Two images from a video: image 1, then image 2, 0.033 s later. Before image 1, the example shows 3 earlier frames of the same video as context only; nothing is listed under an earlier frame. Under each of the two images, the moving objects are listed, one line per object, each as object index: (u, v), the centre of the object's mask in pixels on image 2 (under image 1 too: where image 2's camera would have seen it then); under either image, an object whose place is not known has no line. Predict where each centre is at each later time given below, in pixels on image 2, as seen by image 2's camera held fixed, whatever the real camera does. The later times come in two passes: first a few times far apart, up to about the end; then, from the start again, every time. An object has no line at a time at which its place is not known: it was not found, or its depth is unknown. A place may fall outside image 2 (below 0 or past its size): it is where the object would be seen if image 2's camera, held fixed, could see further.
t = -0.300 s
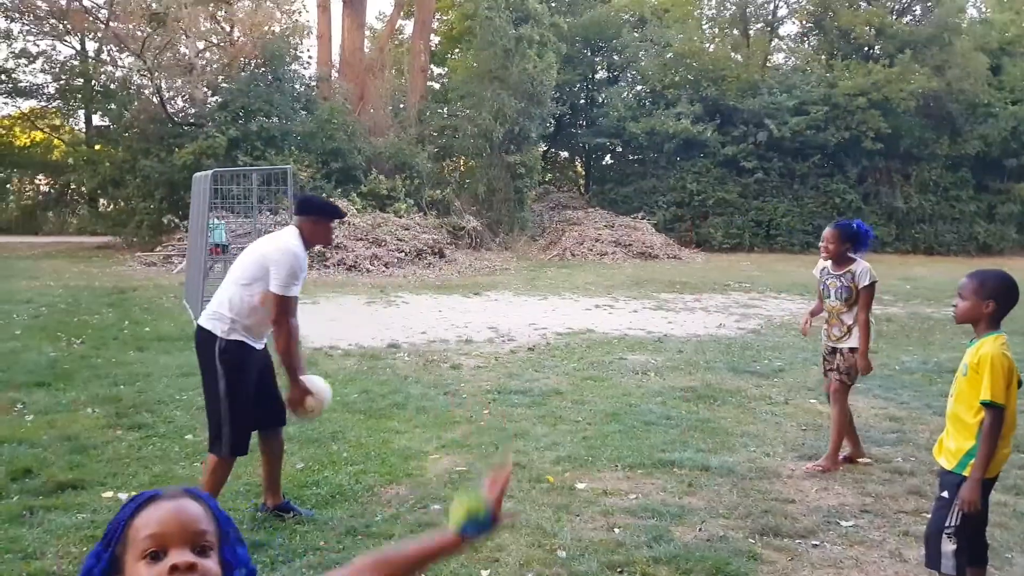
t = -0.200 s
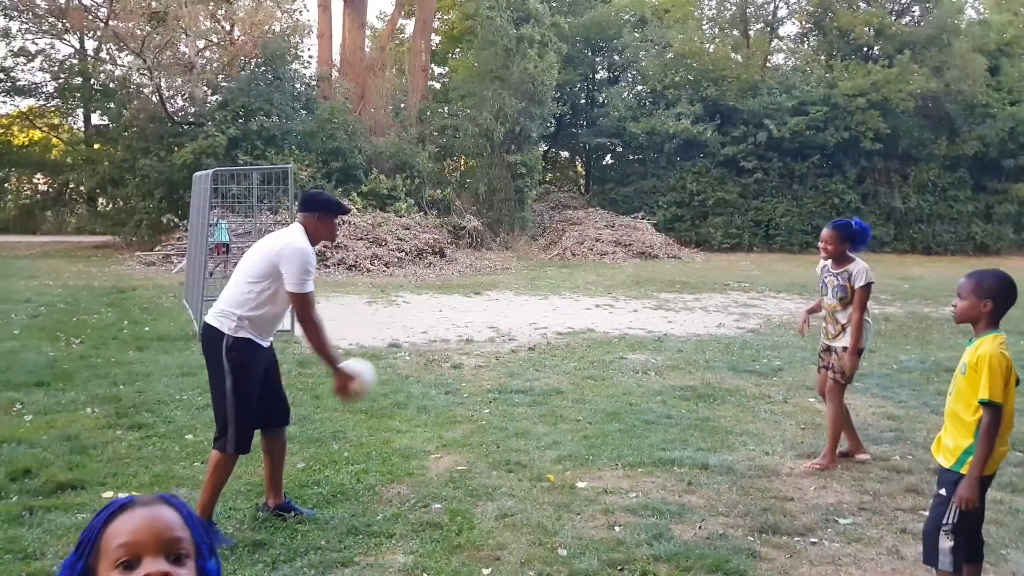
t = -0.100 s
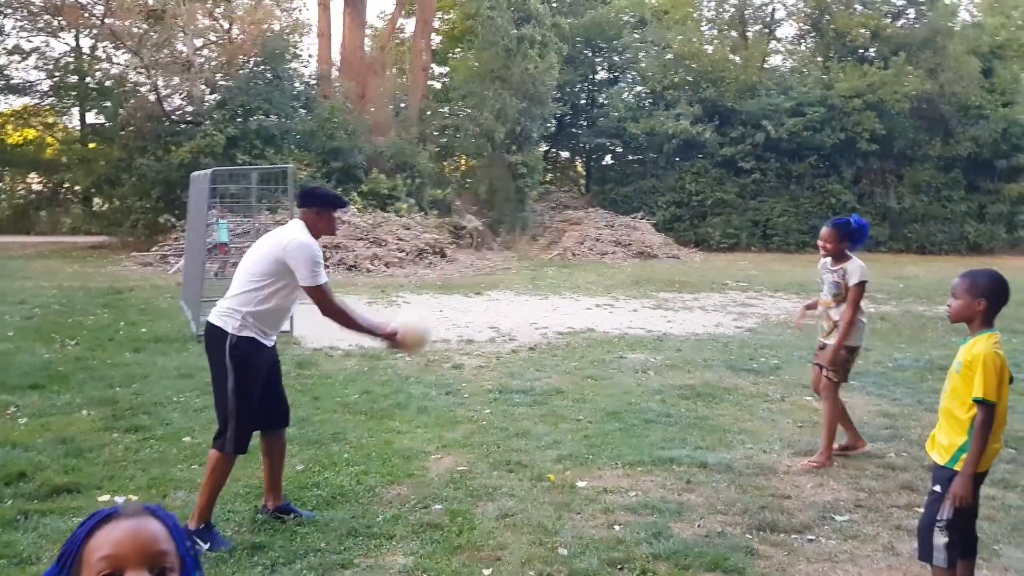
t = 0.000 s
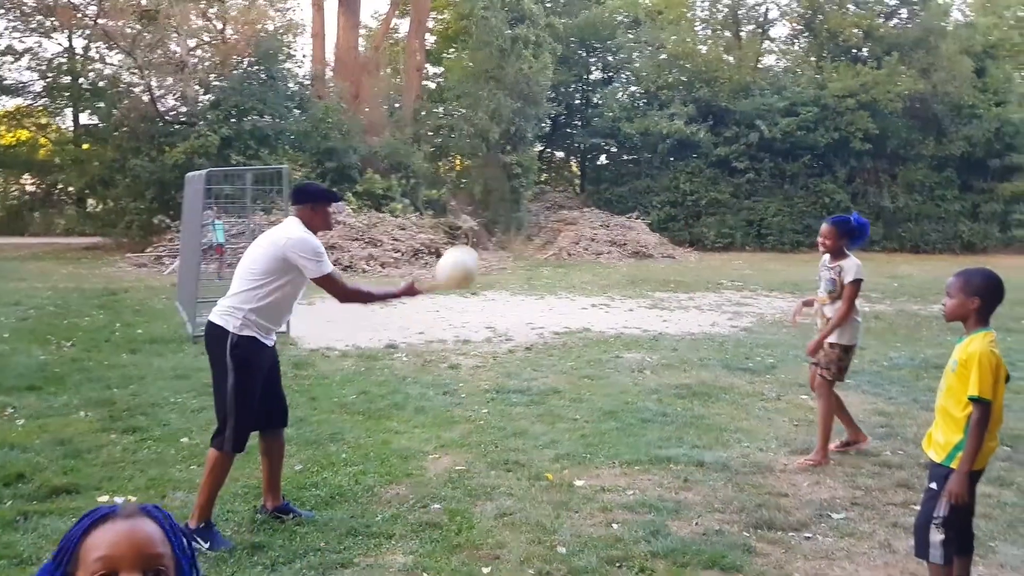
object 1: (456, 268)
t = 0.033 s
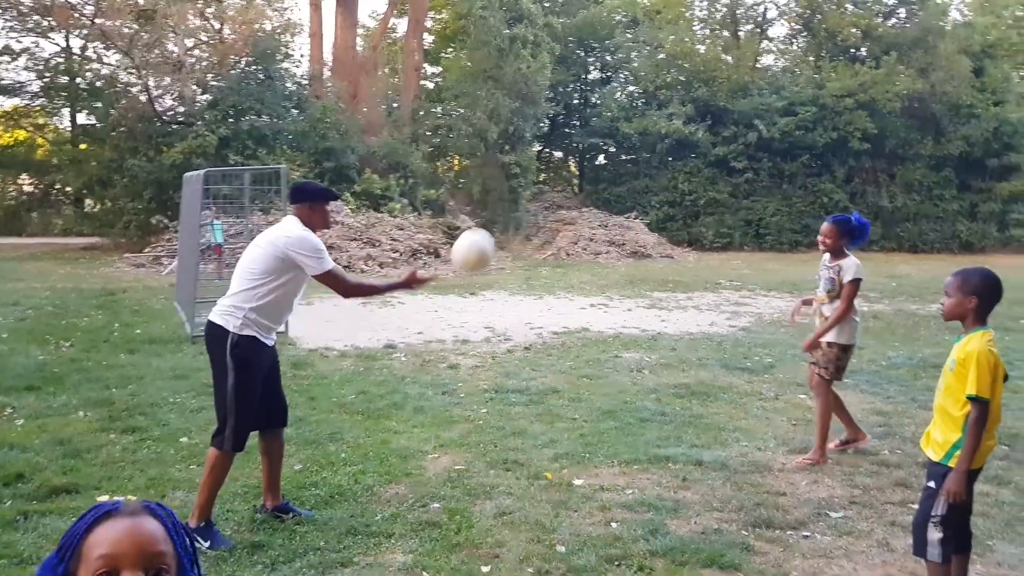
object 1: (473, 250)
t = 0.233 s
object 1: (564, 192)
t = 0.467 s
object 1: (654, 213)
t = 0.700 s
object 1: (728, 316)
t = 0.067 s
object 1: (490, 236)
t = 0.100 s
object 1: (505, 225)
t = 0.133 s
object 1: (521, 213)
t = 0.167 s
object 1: (535, 204)
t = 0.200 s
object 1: (549, 197)
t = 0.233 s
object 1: (564, 192)
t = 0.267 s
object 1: (578, 189)
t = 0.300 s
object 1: (592, 188)
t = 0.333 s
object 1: (605, 190)
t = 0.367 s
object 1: (618, 193)
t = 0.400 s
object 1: (630, 198)
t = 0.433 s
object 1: (643, 205)
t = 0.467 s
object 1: (654, 213)
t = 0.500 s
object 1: (666, 223)
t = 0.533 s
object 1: (677, 235)
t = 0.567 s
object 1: (687, 247)
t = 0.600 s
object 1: (698, 262)
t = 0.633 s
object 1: (708, 278)
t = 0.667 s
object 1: (717, 296)
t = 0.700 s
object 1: (728, 316)
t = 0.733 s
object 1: (736, 336)
